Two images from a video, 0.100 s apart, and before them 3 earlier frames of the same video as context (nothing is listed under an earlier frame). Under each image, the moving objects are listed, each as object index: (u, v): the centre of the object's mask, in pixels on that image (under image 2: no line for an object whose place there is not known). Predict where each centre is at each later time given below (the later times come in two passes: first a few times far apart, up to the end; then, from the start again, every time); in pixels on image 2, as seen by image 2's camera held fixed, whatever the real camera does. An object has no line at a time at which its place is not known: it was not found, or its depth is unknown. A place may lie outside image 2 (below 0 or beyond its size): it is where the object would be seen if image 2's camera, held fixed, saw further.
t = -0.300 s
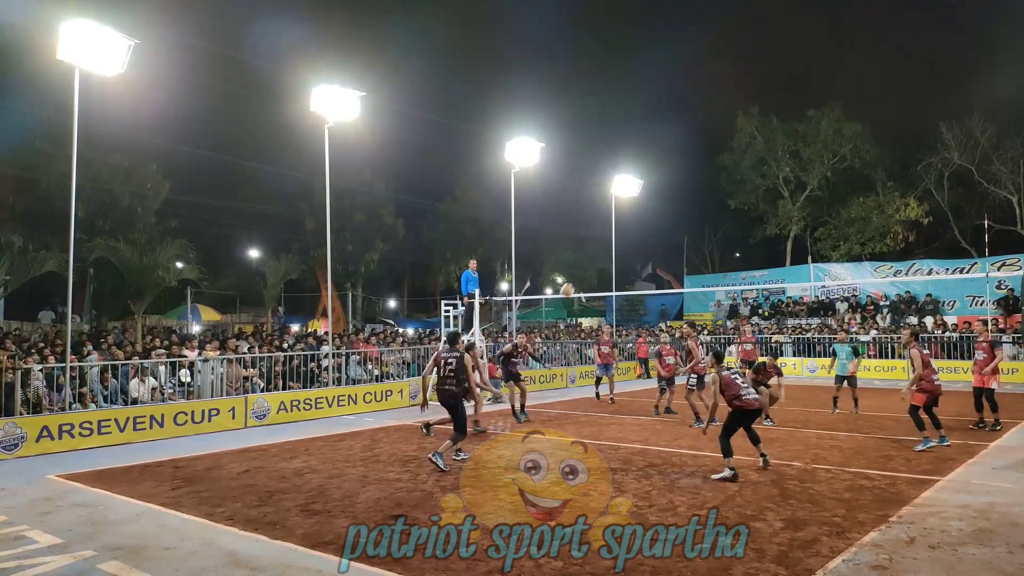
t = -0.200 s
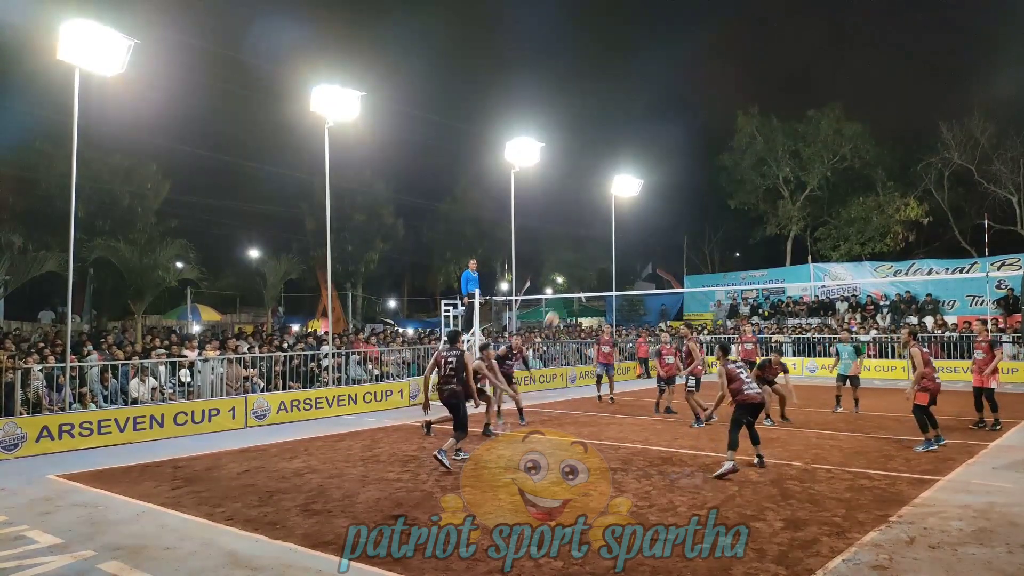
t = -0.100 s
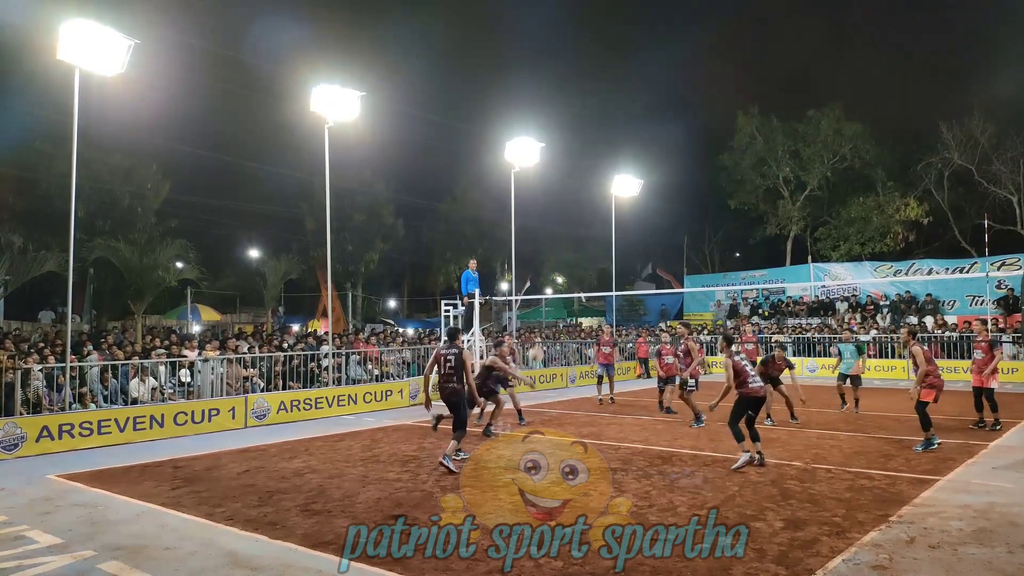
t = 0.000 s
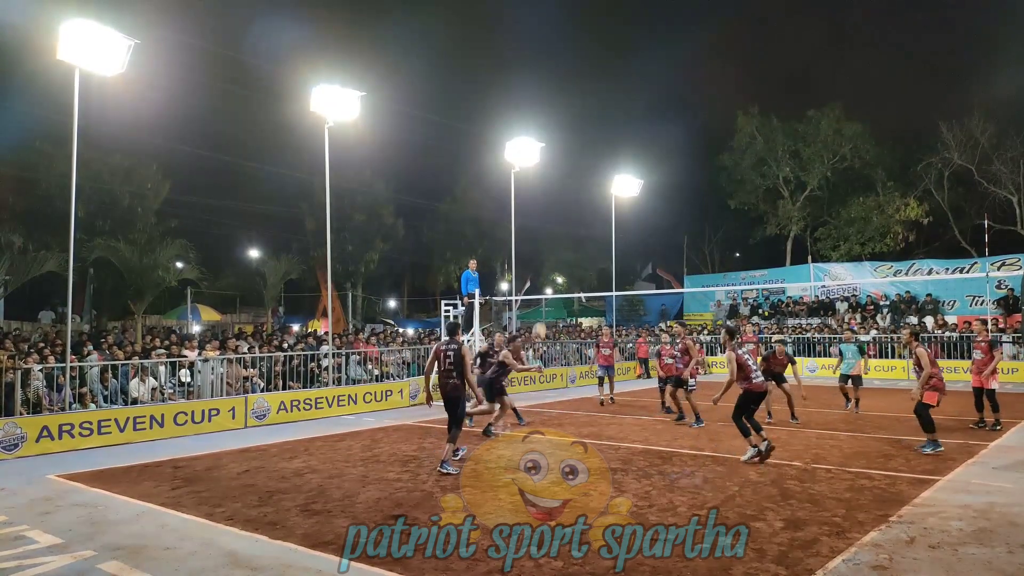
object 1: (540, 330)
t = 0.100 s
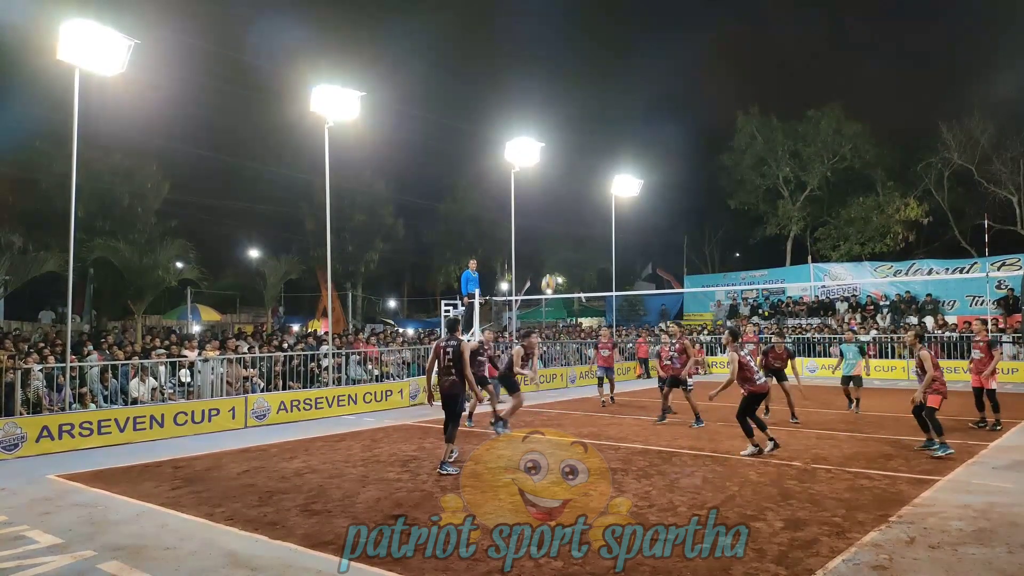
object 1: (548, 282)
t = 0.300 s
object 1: (568, 205)
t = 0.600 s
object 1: (595, 135)
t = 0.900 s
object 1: (624, 118)
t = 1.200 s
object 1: (654, 157)
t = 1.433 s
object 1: (679, 226)
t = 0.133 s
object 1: (552, 268)
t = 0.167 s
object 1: (555, 254)
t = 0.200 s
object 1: (558, 241)
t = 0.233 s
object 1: (561, 229)
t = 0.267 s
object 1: (564, 216)
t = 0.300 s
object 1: (568, 205)
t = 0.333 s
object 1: (570, 195)
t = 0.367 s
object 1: (574, 185)
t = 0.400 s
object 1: (577, 176)
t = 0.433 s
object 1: (580, 167)
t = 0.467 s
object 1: (583, 160)
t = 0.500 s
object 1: (586, 153)
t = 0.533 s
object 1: (589, 146)
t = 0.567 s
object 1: (592, 140)
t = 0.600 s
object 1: (595, 135)
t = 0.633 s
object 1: (598, 130)
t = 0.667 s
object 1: (601, 126)
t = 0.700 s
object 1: (604, 122)
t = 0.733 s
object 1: (607, 121)
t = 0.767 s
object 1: (611, 119)
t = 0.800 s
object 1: (614, 118)
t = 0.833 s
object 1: (617, 118)
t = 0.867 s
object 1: (620, 117)
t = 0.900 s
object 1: (624, 118)
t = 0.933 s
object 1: (627, 119)
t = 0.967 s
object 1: (630, 122)
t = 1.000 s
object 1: (633, 125)
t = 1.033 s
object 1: (636, 129)
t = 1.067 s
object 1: (640, 133)
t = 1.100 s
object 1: (643, 138)
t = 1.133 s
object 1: (647, 144)
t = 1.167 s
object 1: (650, 150)
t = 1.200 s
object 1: (654, 157)
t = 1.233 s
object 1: (657, 164)
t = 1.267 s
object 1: (661, 173)
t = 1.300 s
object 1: (664, 182)
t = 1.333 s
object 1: (668, 193)
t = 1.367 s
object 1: (671, 203)
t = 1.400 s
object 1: (675, 214)
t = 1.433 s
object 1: (679, 226)
